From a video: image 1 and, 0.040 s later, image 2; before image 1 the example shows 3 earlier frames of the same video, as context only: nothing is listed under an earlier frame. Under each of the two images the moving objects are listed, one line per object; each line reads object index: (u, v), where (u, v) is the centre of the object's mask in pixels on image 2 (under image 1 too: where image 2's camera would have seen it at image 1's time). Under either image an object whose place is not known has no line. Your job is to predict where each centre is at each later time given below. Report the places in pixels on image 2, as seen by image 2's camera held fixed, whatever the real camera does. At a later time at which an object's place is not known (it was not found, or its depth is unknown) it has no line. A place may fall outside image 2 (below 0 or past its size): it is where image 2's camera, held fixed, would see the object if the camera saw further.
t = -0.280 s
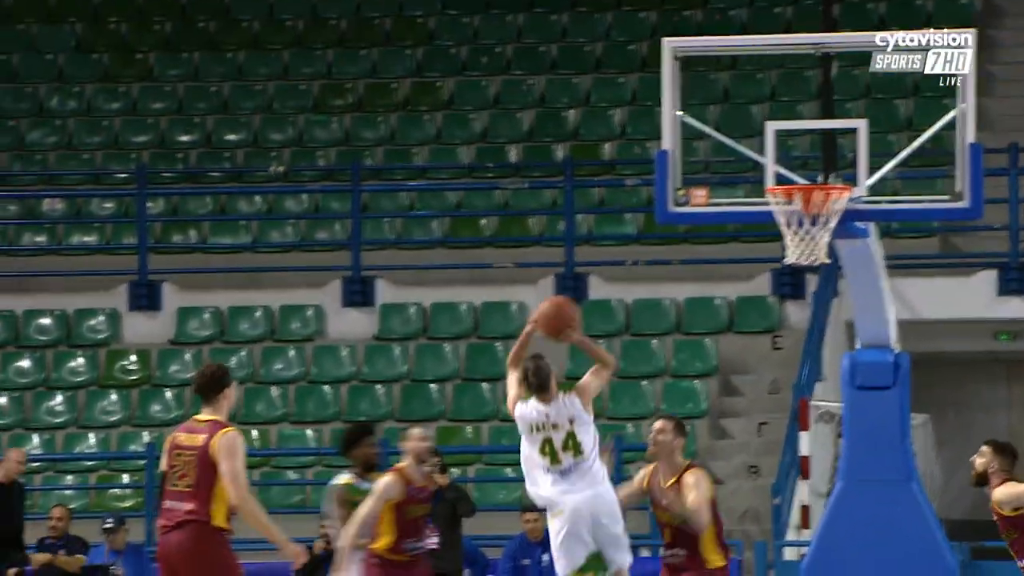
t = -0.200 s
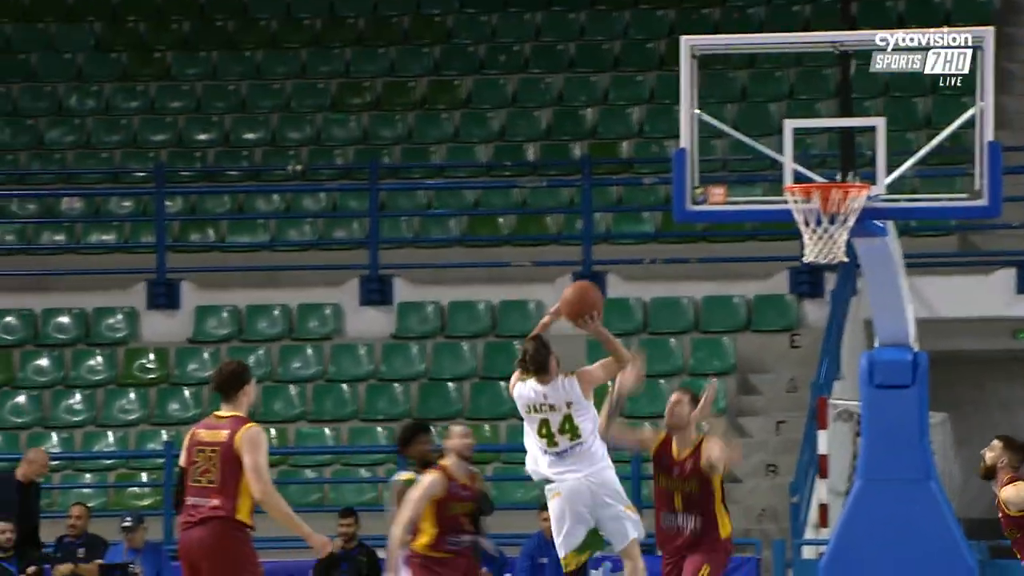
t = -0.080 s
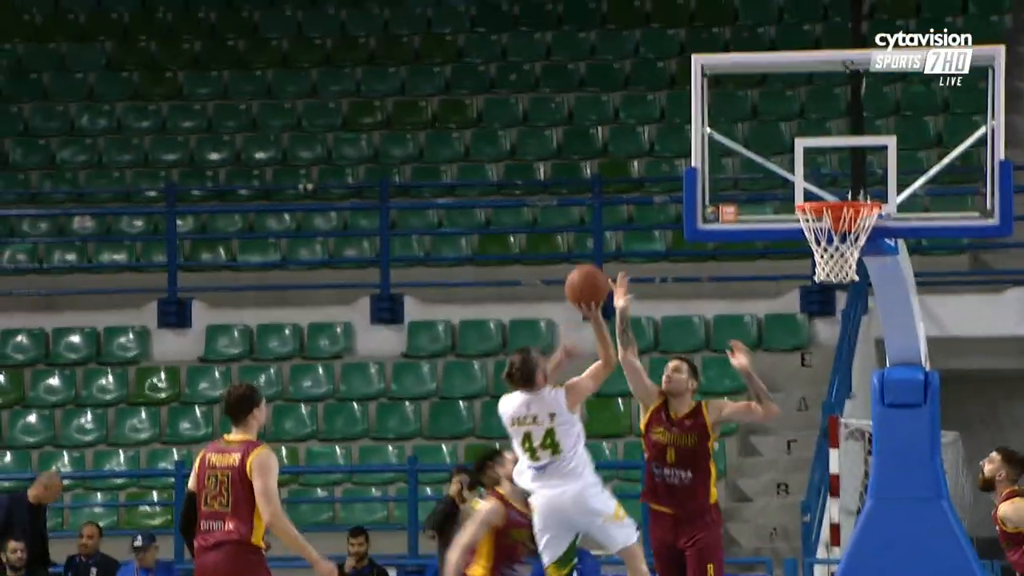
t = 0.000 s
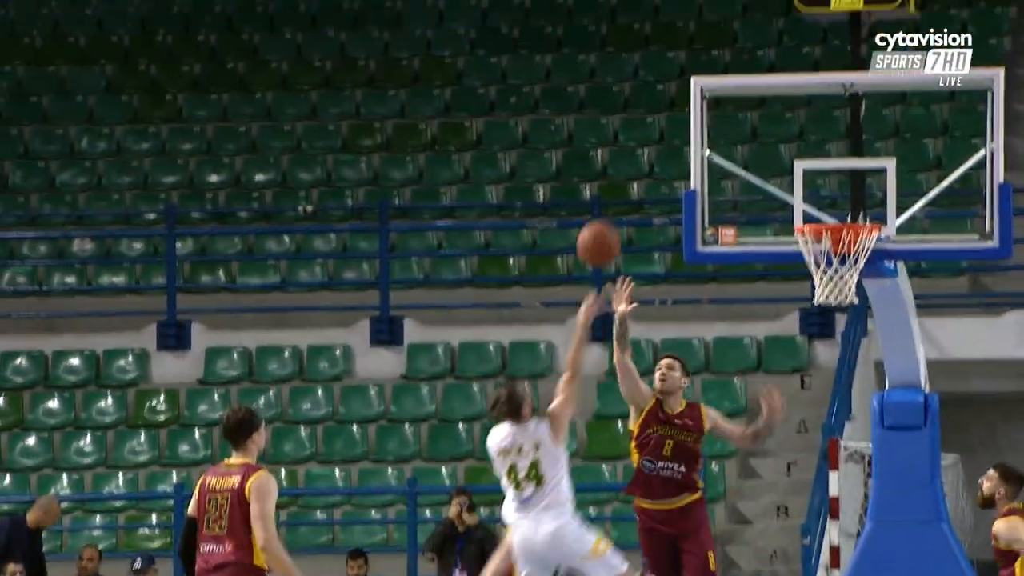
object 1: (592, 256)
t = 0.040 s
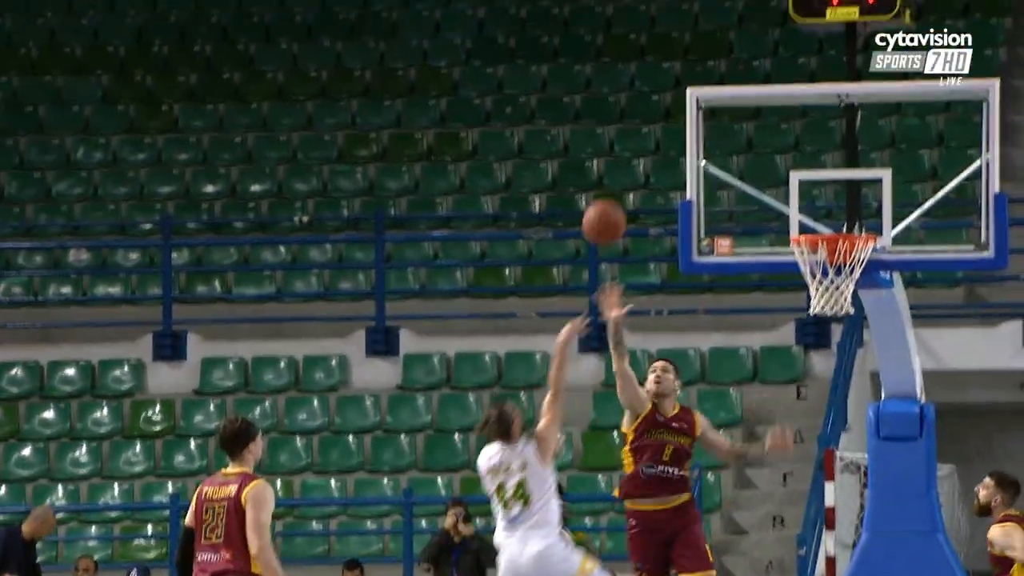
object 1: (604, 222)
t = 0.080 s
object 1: (615, 192)
